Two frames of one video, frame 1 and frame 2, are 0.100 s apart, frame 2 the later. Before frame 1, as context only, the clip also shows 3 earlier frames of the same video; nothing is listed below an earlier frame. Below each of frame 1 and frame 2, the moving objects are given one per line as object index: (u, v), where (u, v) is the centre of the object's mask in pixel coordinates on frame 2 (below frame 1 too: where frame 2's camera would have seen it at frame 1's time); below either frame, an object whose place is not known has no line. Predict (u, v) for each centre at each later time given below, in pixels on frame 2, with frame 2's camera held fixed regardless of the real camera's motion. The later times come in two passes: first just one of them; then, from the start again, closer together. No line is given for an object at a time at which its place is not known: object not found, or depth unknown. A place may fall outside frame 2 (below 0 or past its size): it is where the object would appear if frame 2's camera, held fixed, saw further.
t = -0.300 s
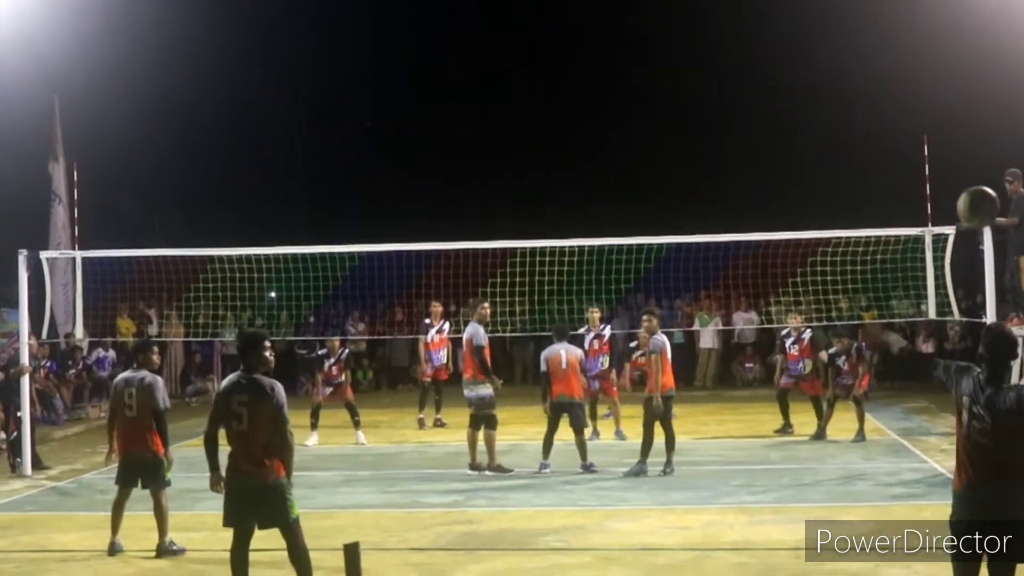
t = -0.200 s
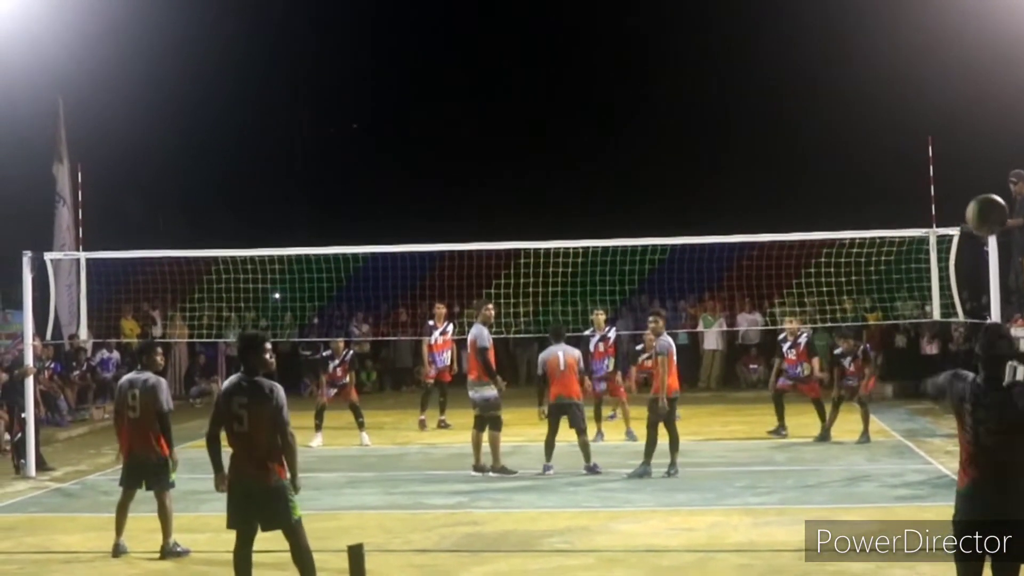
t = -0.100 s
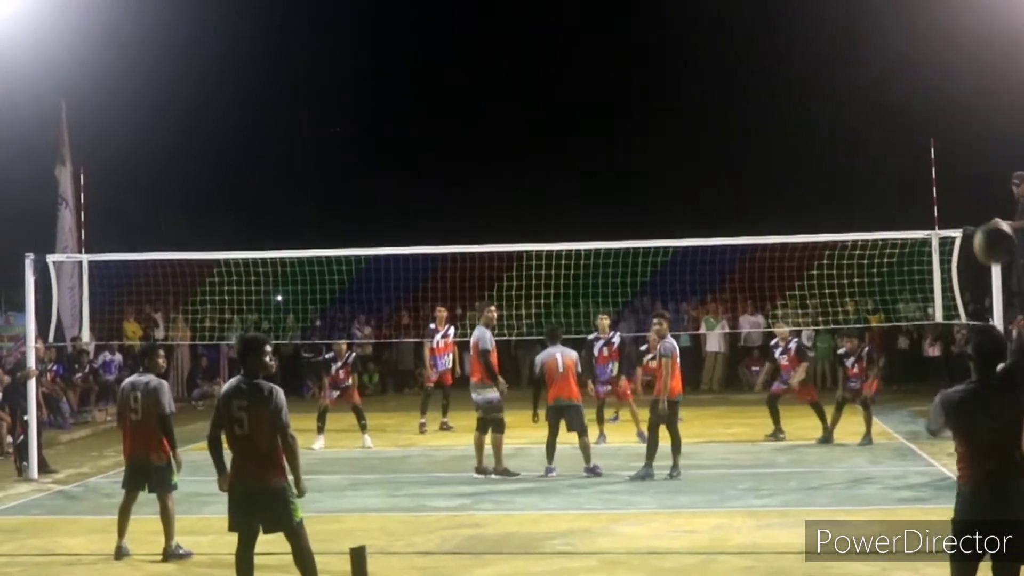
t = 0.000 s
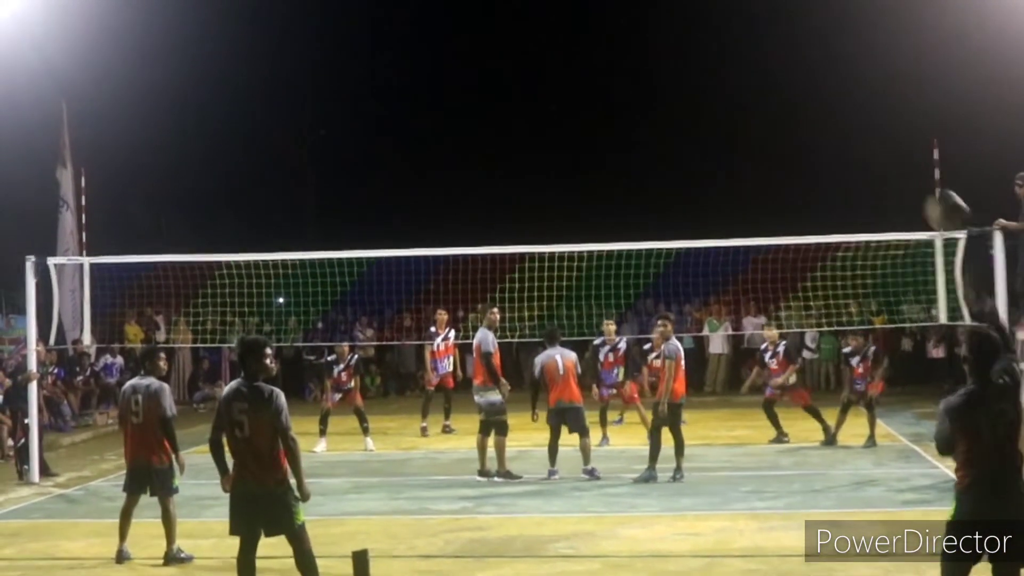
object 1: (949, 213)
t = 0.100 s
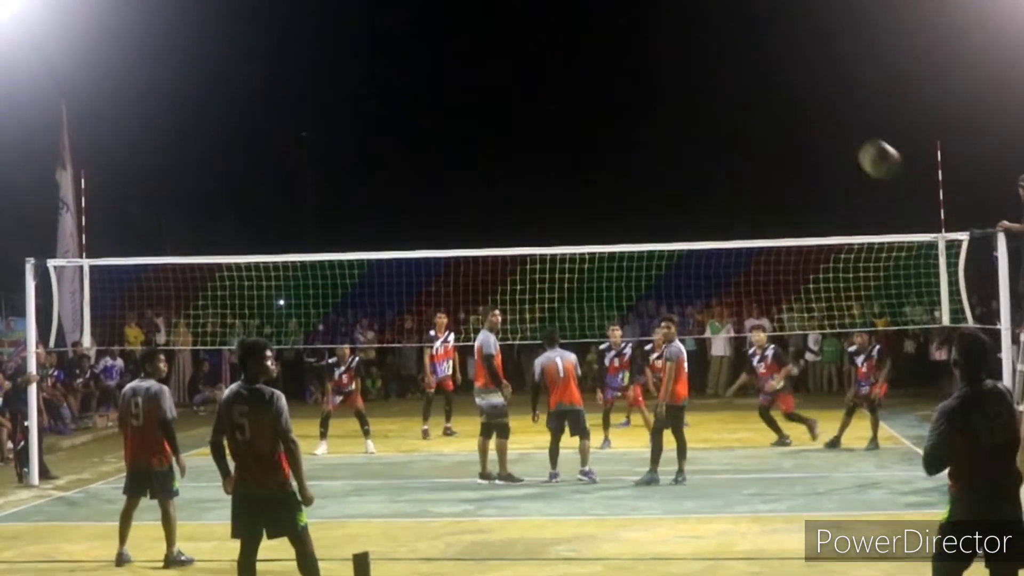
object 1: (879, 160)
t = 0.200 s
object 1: (828, 132)
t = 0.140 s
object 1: (857, 146)
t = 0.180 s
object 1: (837, 135)
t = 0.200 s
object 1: (828, 132)
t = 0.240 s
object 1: (811, 127)
